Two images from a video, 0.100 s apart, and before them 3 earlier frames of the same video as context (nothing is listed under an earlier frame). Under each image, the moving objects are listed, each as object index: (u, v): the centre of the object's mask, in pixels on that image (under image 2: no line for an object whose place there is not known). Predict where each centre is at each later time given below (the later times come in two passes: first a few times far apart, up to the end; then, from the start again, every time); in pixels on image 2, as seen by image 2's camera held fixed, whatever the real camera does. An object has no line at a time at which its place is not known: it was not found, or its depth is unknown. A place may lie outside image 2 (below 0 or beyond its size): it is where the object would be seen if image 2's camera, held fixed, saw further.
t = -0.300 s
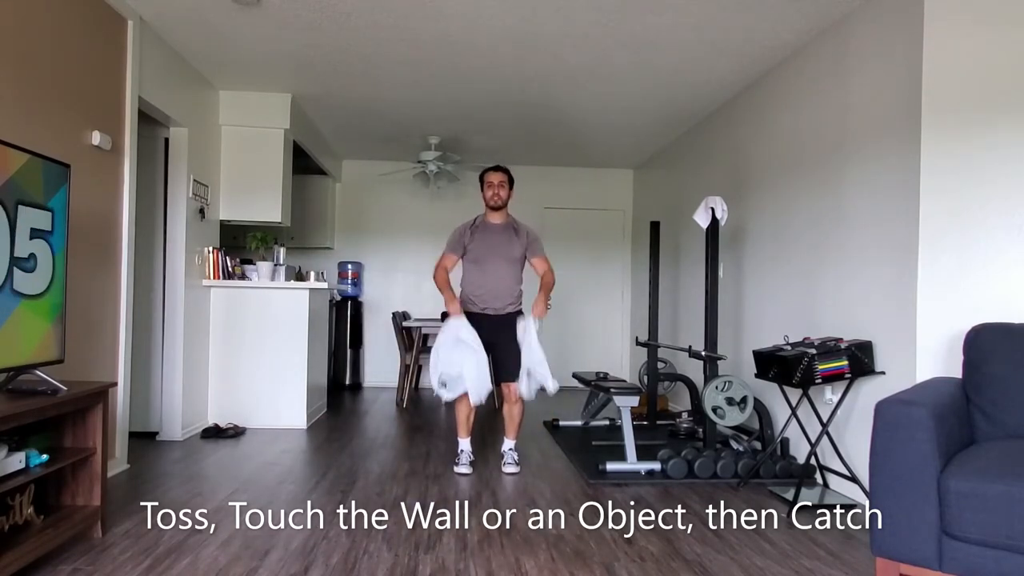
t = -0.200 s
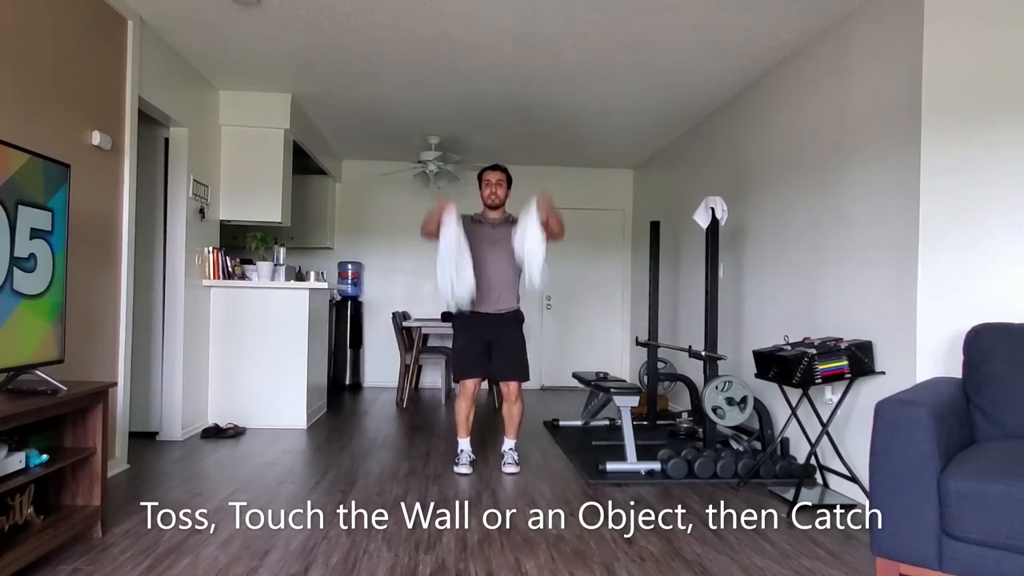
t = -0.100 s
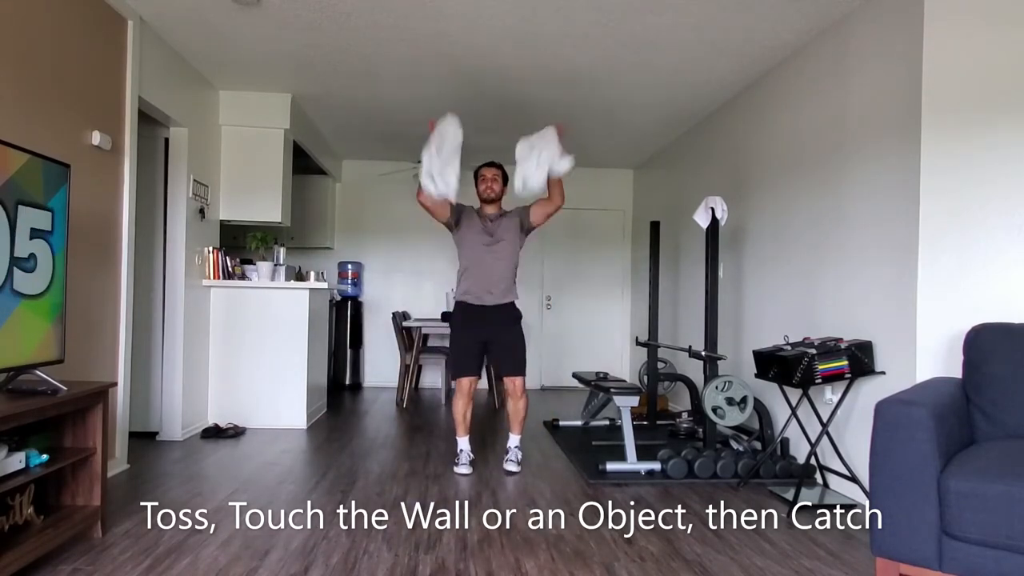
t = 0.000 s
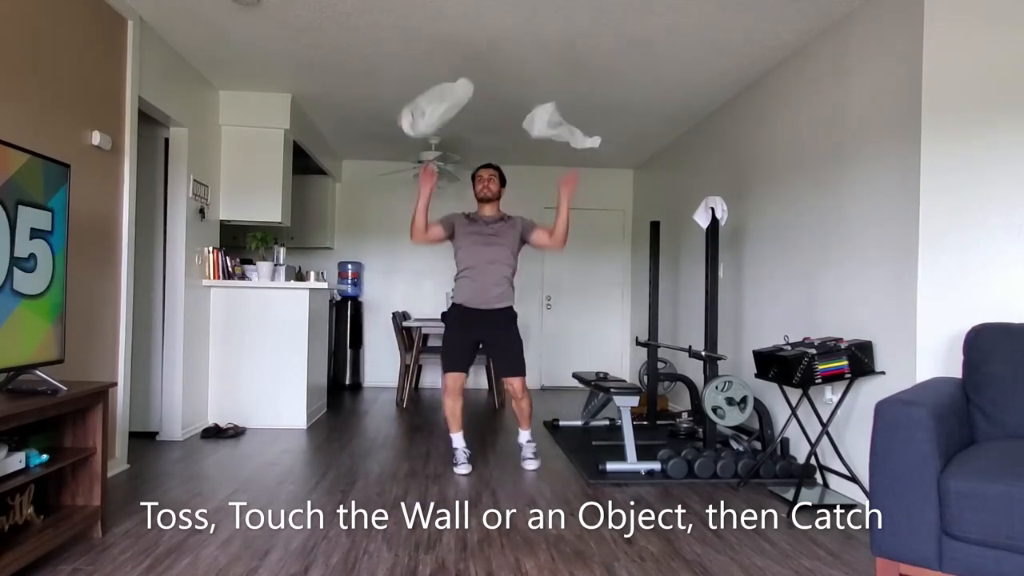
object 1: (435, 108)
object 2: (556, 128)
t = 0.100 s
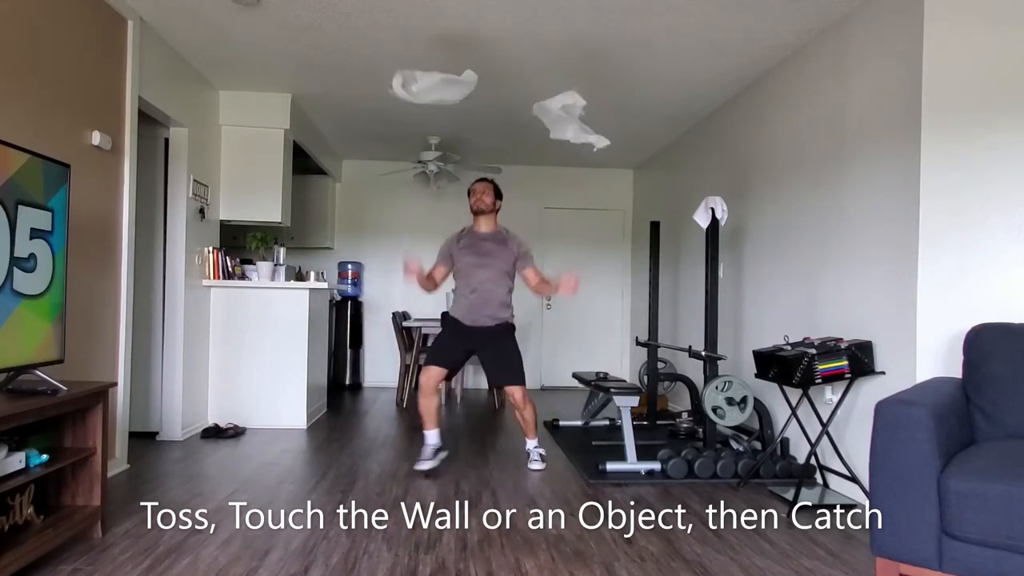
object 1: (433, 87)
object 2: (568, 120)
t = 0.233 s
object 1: (435, 79)
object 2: (578, 130)
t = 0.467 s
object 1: (436, 97)
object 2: (589, 165)
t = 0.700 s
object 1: (445, 143)
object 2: (603, 207)
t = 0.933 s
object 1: (464, 203)
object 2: (622, 240)
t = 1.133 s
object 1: (491, 256)
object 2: (627, 262)
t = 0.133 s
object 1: (434, 83)
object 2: (570, 120)
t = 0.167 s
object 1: (434, 80)
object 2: (573, 123)
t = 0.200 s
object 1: (435, 79)
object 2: (576, 126)
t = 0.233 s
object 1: (435, 79)
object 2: (578, 130)
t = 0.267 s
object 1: (435, 79)
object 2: (580, 134)
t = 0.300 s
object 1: (435, 81)
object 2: (582, 139)
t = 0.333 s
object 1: (435, 83)
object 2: (584, 143)
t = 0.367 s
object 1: (435, 85)
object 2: (585, 148)
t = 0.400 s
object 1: (436, 88)
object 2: (587, 154)
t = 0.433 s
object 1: (436, 92)
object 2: (588, 159)
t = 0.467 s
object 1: (436, 97)
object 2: (589, 165)
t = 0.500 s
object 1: (437, 102)
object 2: (590, 170)
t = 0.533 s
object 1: (438, 108)
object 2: (591, 176)
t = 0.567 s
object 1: (439, 114)
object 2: (593, 182)
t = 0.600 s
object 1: (440, 121)
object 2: (596, 189)
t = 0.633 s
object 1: (442, 128)
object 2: (598, 195)
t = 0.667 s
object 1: (443, 135)
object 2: (601, 201)
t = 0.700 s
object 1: (445, 143)
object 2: (603, 207)
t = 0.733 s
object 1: (447, 151)
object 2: (606, 213)
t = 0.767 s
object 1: (449, 159)
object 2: (610, 218)
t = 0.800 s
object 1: (452, 168)
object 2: (613, 224)
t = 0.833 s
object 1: (454, 176)
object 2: (616, 228)
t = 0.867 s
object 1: (457, 184)
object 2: (619, 232)
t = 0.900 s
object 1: (460, 194)
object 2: (621, 236)
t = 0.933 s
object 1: (464, 203)
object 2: (622, 240)
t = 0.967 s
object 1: (468, 212)
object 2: (623, 244)
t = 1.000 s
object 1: (472, 221)
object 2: (624, 248)
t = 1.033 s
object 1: (476, 230)
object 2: (625, 251)
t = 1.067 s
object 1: (481, 238)
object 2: (626, 255)
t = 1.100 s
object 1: (486, 247)
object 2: (627, 258)
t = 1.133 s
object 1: (491, 256)
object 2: (627, 262)
